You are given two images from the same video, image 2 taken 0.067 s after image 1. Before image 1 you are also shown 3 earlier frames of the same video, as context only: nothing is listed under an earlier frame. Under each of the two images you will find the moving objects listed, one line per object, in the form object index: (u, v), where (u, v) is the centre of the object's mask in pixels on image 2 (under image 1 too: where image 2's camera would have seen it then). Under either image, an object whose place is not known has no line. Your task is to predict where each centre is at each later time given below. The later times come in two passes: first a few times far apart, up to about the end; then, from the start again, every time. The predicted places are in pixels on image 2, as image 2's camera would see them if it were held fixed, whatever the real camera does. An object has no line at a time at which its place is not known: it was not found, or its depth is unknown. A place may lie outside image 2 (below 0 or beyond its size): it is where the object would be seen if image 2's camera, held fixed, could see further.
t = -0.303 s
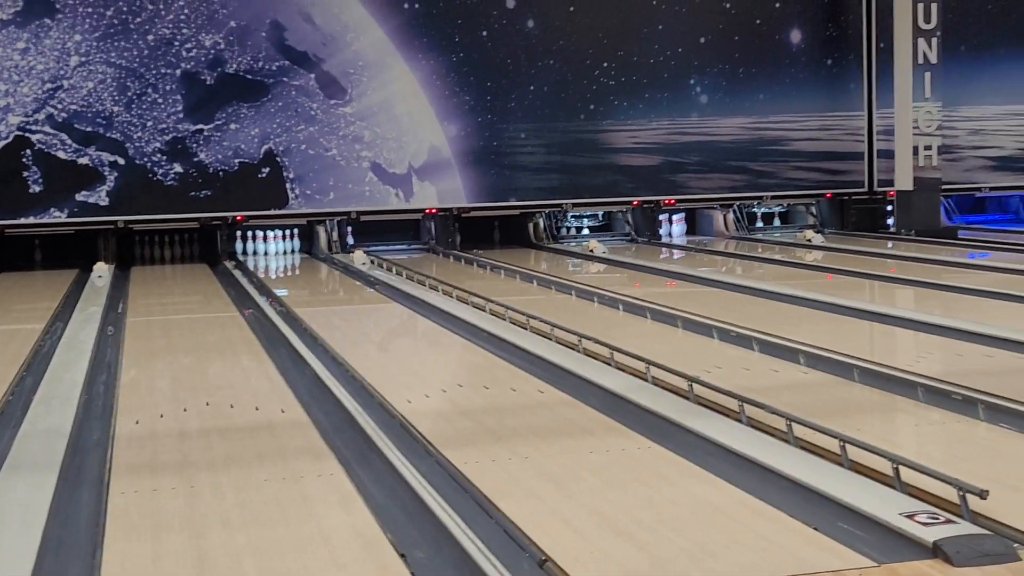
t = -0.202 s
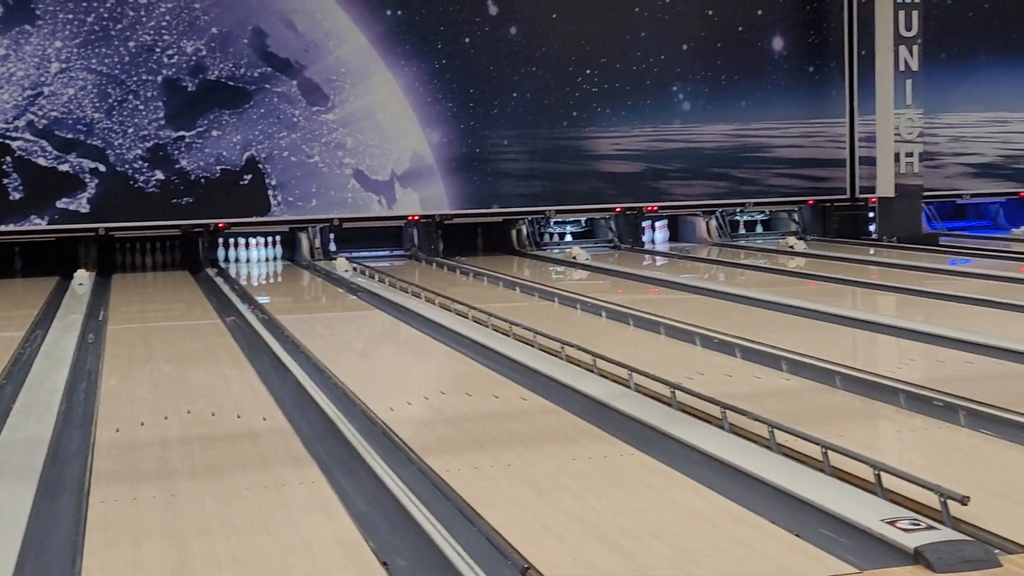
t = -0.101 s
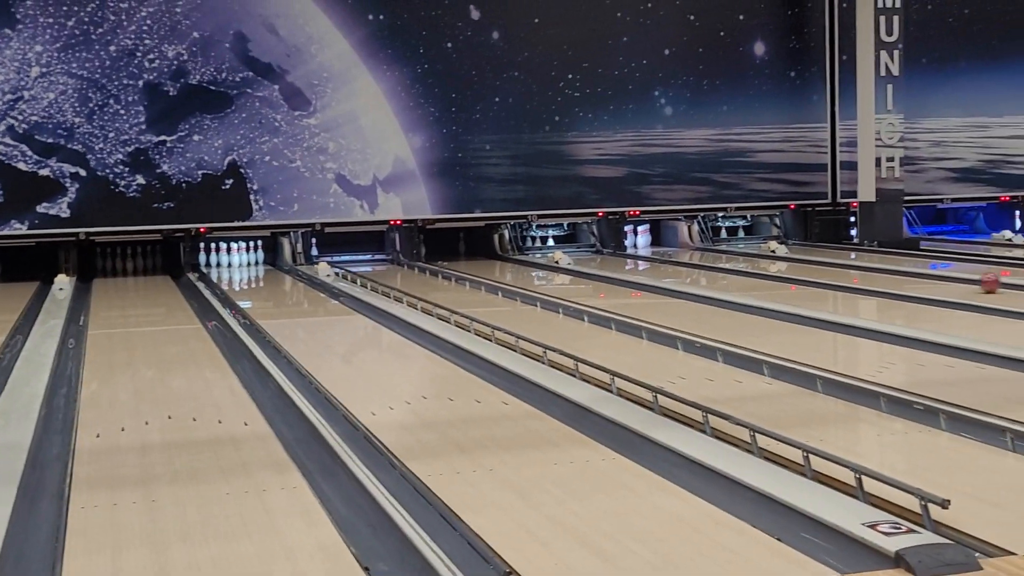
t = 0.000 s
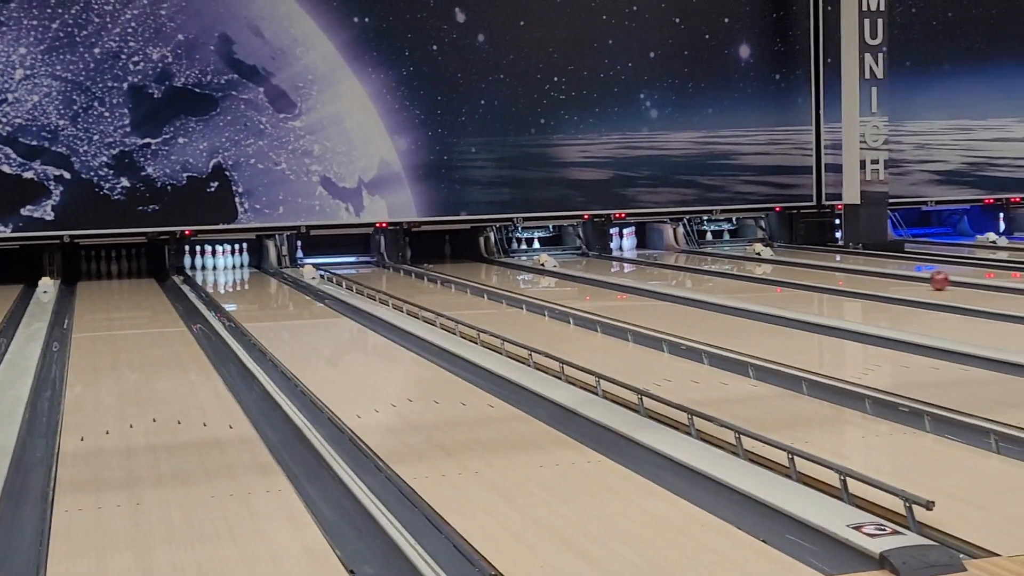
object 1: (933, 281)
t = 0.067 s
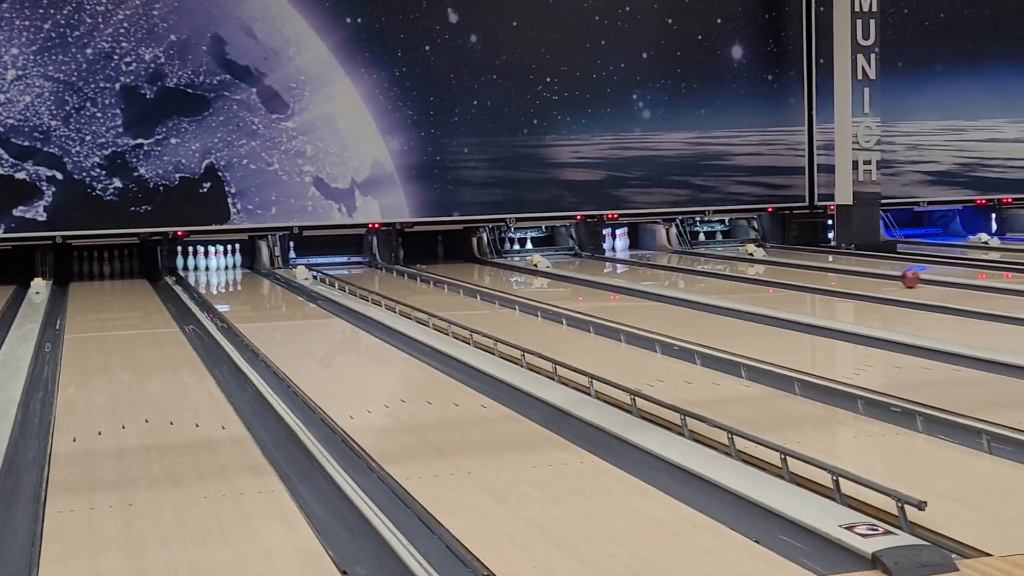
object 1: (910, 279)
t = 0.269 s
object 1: (849, 271)
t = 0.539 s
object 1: (781, 262)
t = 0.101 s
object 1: (899, 278)
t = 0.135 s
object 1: (890, 276)
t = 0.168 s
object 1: (880, 275)
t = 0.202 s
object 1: (871, 274)
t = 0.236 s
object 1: (860, 273)
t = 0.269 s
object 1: (849, 271)
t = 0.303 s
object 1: (840, 269)
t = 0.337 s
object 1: (831, 268)
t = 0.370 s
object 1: (823, 267)
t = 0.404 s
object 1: (816, 266)
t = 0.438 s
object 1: (806, 265)
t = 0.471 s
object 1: (797, 264)
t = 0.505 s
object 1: (788, 263)
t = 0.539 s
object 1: (781, 262)
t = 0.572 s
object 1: (774, 261)
